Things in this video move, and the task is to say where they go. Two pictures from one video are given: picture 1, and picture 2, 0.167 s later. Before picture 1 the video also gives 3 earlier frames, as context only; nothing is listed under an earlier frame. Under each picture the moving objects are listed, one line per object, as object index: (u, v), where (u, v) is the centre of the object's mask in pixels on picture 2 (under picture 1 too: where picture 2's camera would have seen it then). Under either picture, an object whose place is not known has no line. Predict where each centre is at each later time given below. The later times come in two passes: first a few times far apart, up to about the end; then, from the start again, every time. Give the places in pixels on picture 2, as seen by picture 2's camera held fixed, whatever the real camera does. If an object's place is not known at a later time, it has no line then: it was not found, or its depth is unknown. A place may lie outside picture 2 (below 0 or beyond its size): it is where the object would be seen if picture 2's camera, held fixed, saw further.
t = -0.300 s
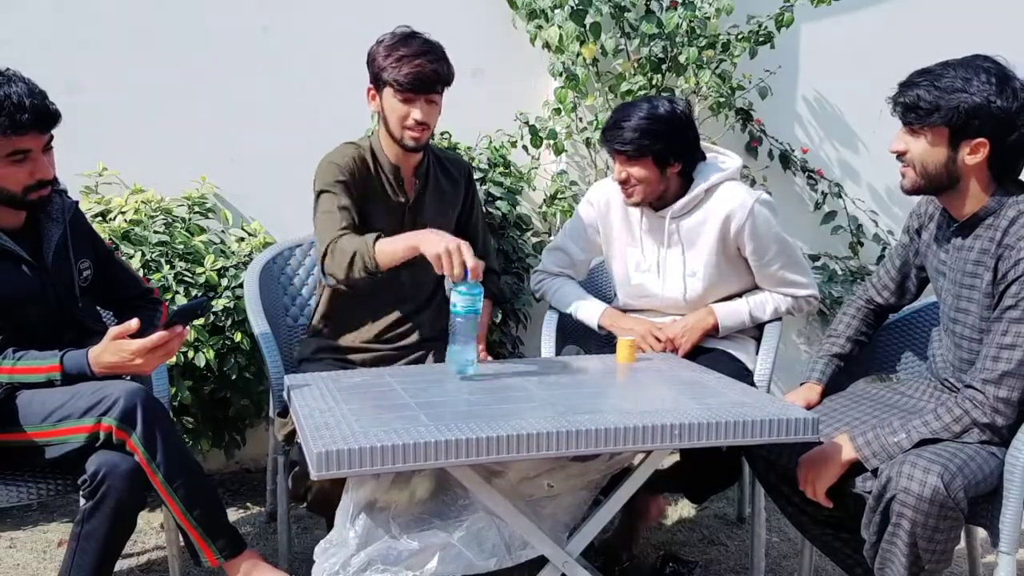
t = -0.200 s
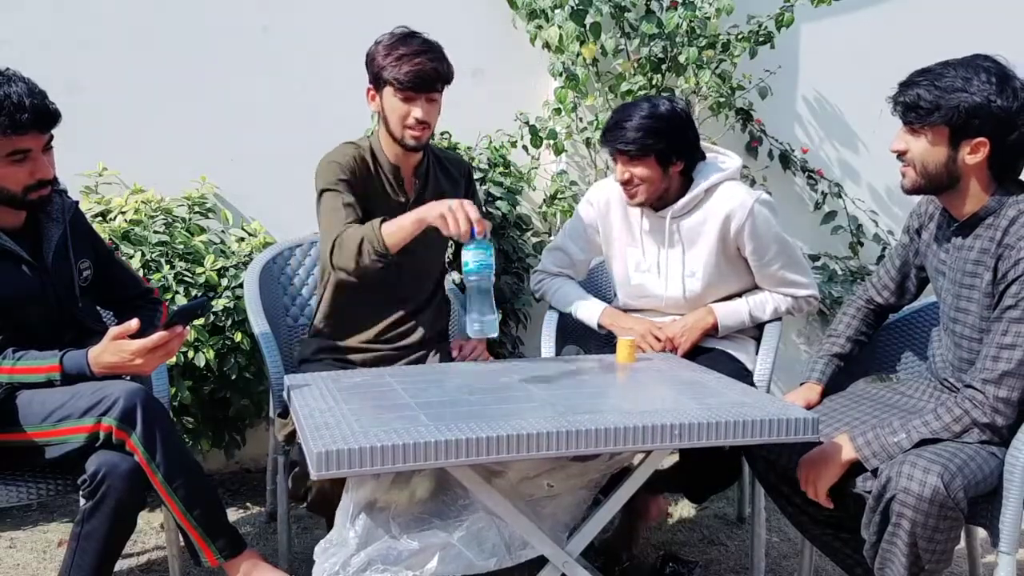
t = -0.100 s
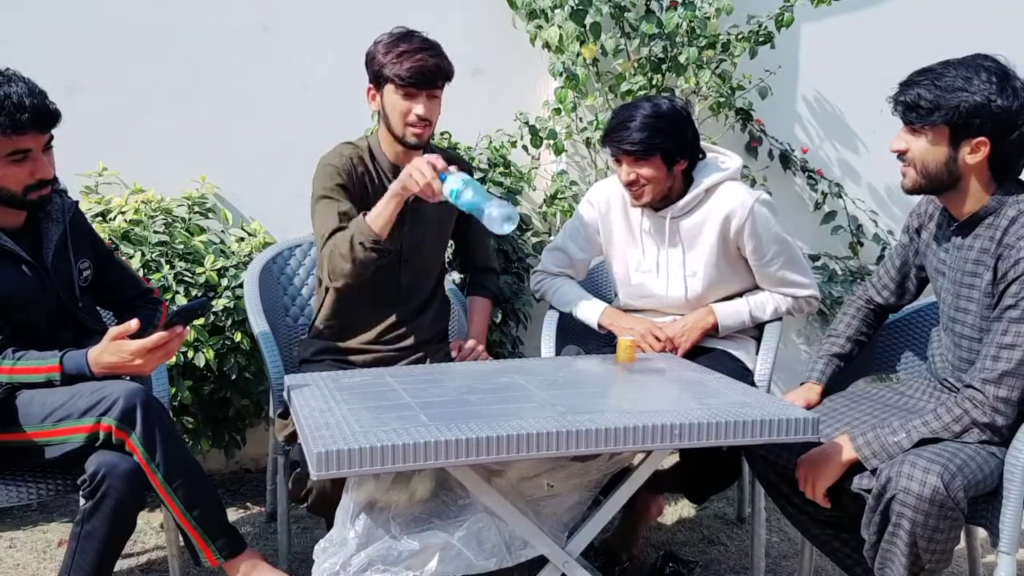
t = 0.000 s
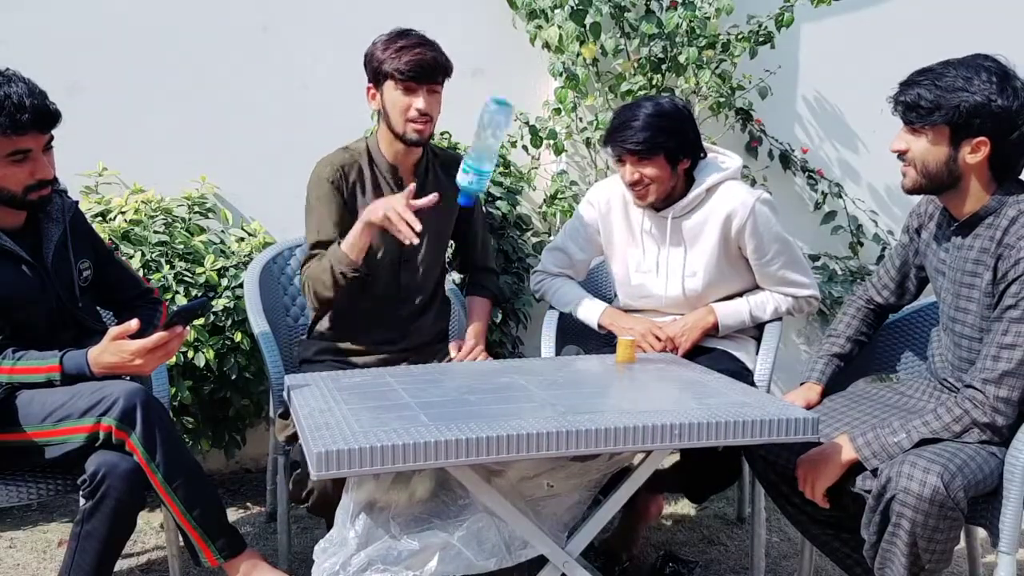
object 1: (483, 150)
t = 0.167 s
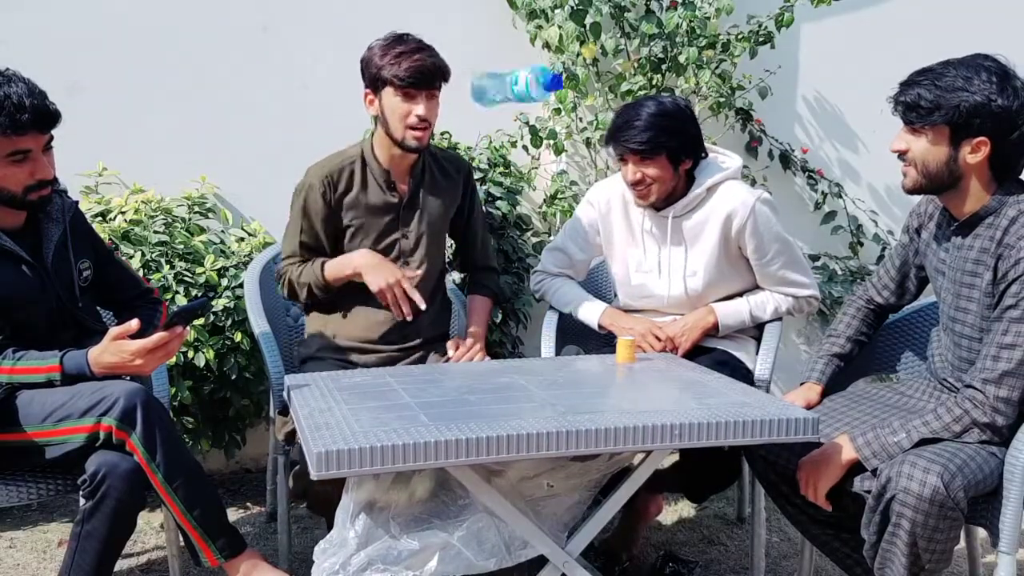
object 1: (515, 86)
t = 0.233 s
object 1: (513, 93)
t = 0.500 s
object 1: (490, 355)
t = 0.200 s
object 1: (515, 86)
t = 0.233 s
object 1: (513, 93)
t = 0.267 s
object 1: (508, 112)
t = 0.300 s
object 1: (504, 138)
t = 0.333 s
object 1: (501, 172)
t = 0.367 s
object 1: (498, 212)
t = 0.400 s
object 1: (496, 259)
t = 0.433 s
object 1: (495, 311)
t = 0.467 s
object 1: (494, 350)
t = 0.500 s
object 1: (490, 355)
